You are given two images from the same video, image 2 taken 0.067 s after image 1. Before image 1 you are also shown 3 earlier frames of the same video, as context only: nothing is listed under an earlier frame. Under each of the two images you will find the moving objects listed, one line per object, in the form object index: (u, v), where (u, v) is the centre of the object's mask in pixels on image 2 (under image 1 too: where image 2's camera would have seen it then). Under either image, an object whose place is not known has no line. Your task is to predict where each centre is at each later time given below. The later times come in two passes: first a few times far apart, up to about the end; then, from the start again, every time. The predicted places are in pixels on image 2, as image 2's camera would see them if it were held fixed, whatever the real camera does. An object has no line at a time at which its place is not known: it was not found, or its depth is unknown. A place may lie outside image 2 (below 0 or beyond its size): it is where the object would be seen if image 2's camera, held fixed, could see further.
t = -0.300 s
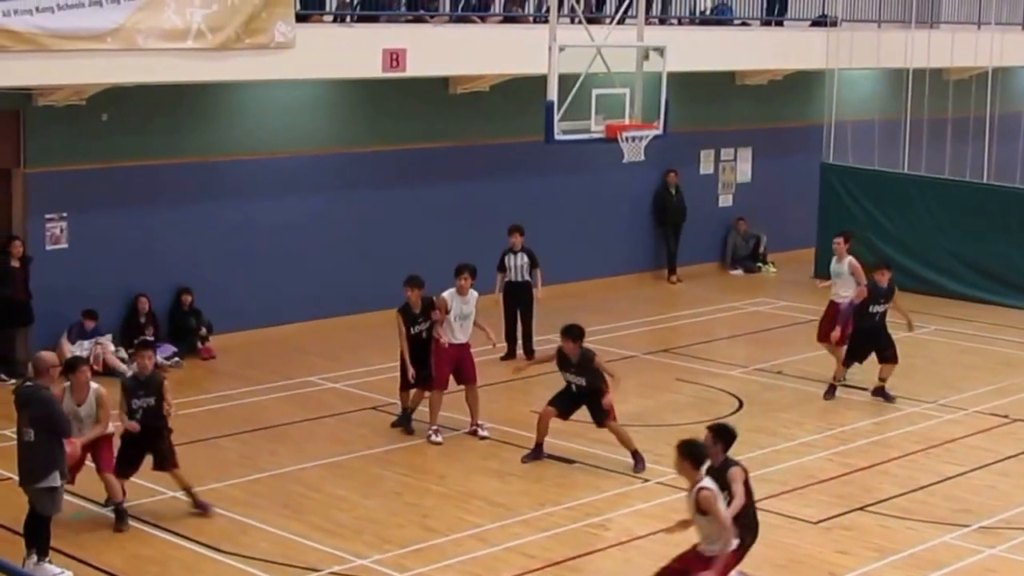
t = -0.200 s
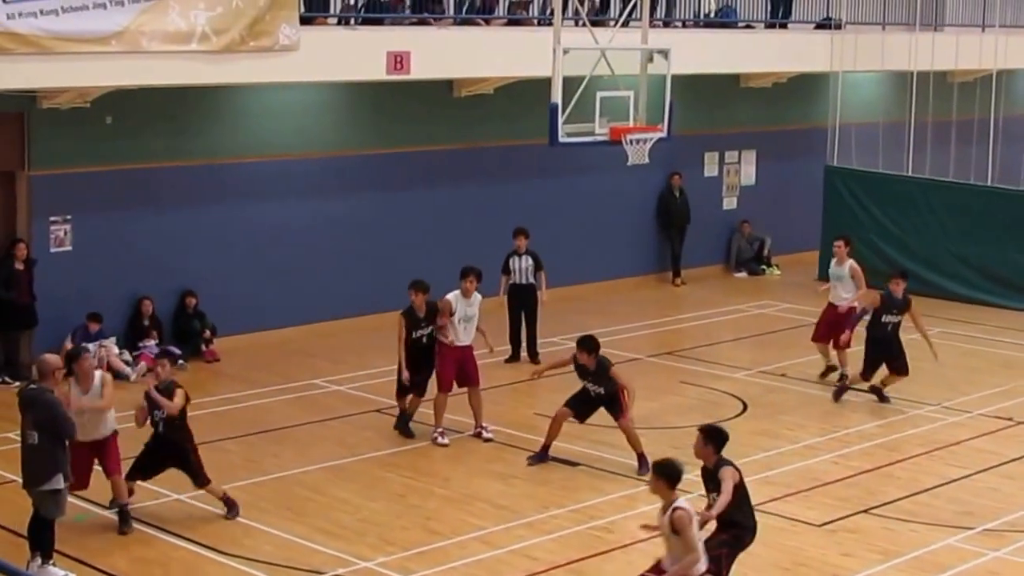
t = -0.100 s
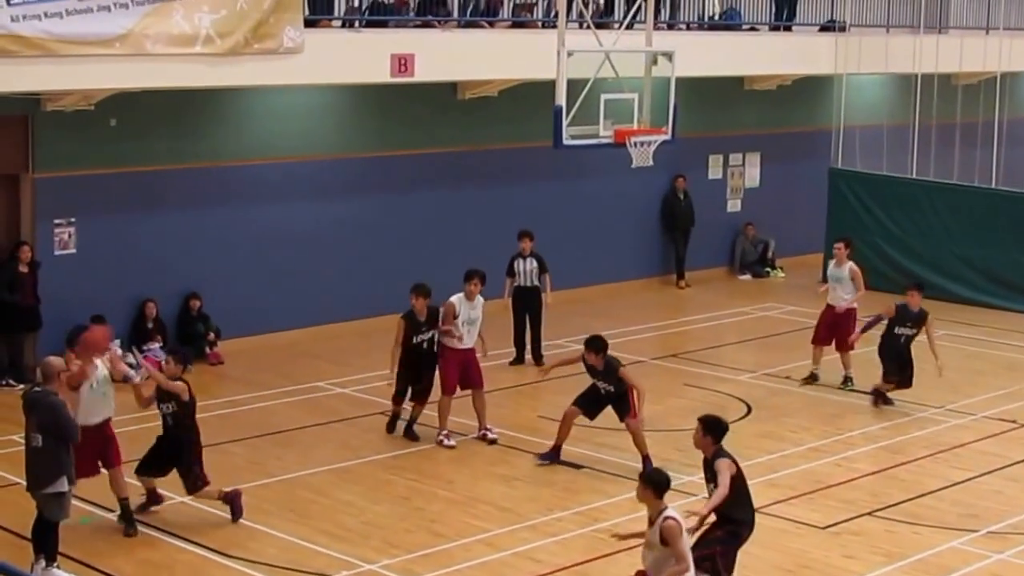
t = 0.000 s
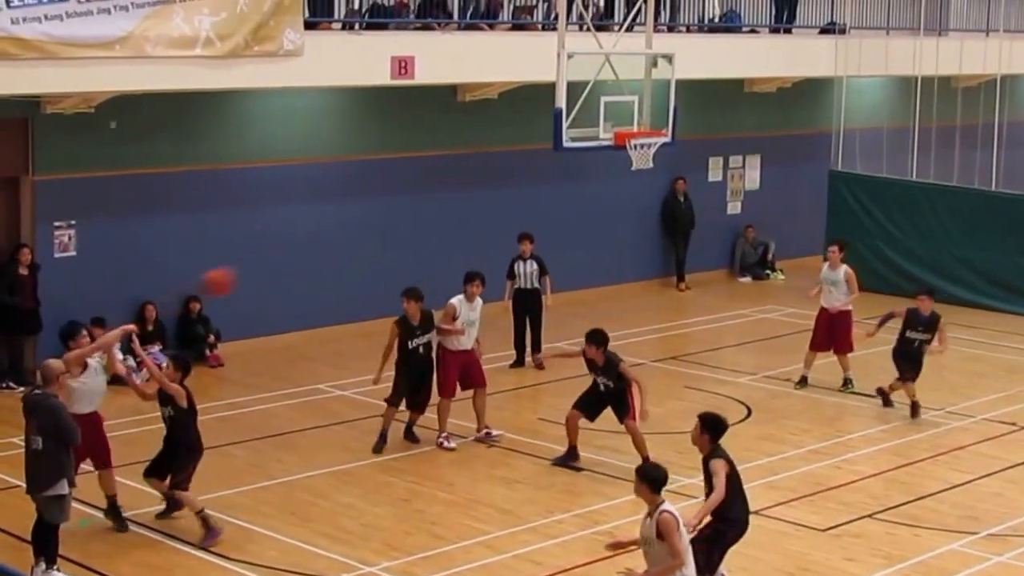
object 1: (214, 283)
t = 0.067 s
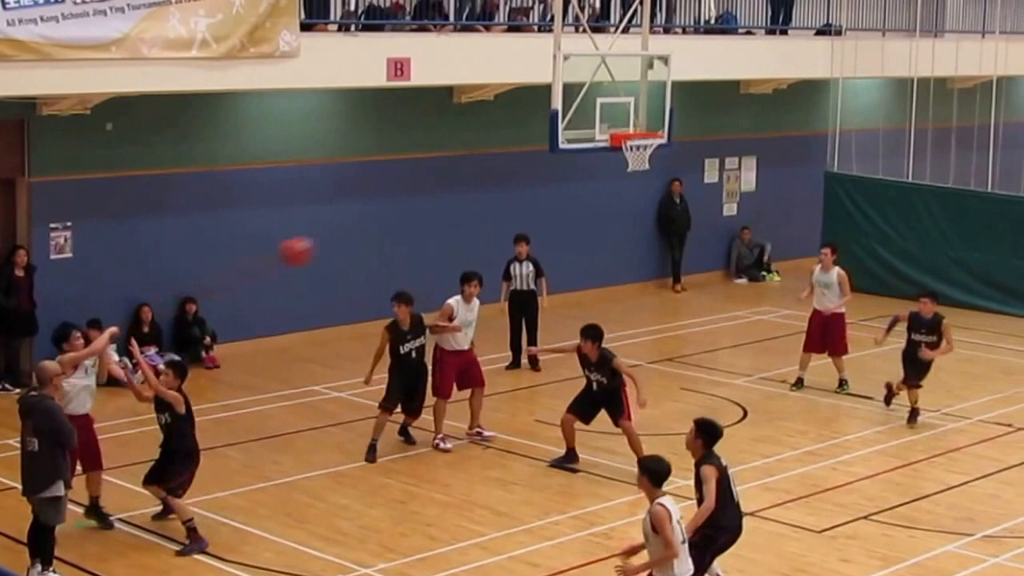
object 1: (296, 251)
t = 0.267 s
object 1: (529, 189)
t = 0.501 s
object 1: (775, 178)
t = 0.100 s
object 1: (336, 237)
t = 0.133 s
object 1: (376, 224)
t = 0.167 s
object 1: (415, 213)
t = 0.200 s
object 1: (453, 205)
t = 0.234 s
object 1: (491, 196)
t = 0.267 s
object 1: (529, 189)
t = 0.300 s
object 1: (566, 183)
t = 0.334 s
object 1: (601, 180)
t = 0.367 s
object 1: (637, 177)
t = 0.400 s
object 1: (673, 176)
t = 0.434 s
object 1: (707, 175)
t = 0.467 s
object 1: (740, 176)
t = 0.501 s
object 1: (775, 178)
